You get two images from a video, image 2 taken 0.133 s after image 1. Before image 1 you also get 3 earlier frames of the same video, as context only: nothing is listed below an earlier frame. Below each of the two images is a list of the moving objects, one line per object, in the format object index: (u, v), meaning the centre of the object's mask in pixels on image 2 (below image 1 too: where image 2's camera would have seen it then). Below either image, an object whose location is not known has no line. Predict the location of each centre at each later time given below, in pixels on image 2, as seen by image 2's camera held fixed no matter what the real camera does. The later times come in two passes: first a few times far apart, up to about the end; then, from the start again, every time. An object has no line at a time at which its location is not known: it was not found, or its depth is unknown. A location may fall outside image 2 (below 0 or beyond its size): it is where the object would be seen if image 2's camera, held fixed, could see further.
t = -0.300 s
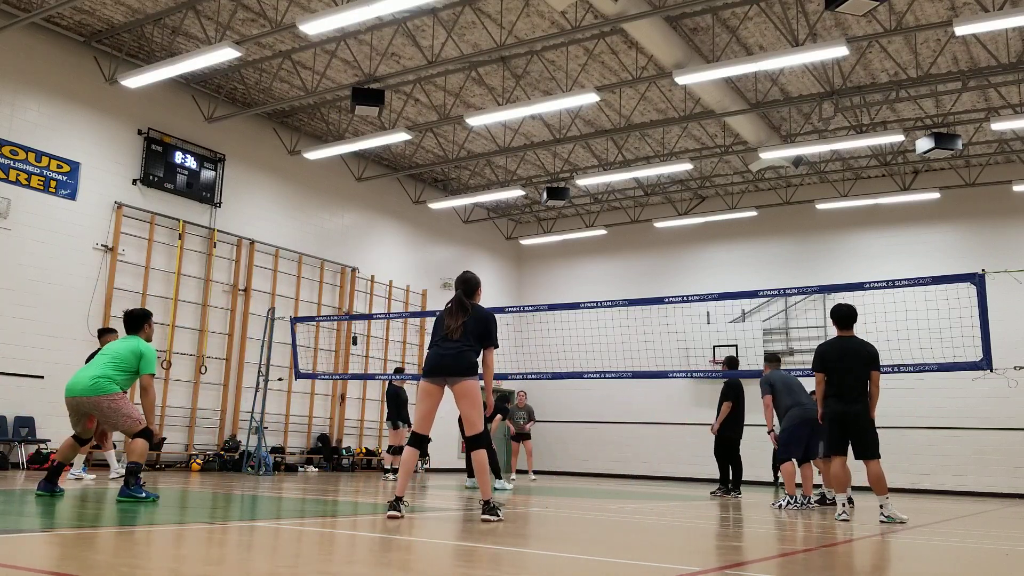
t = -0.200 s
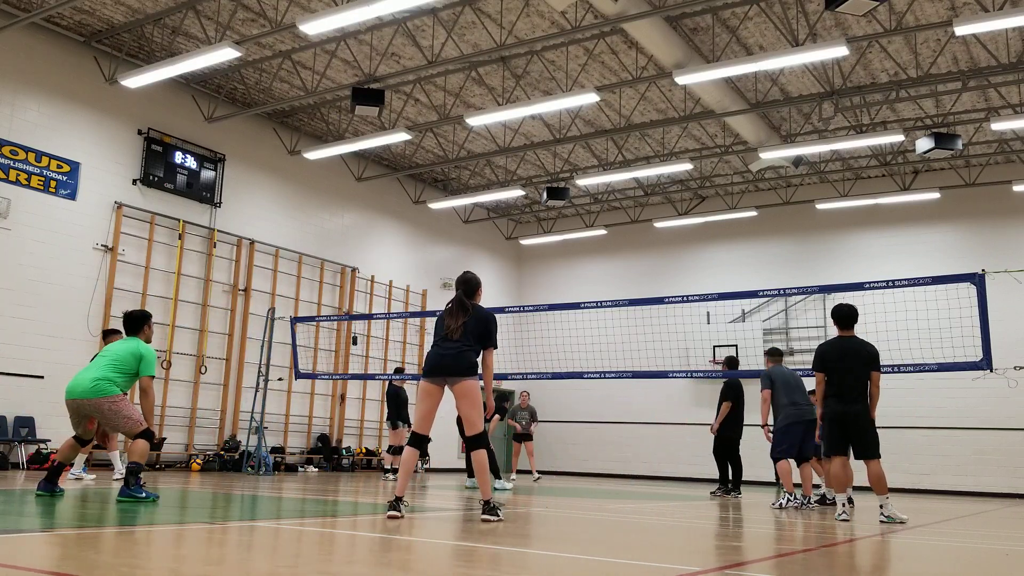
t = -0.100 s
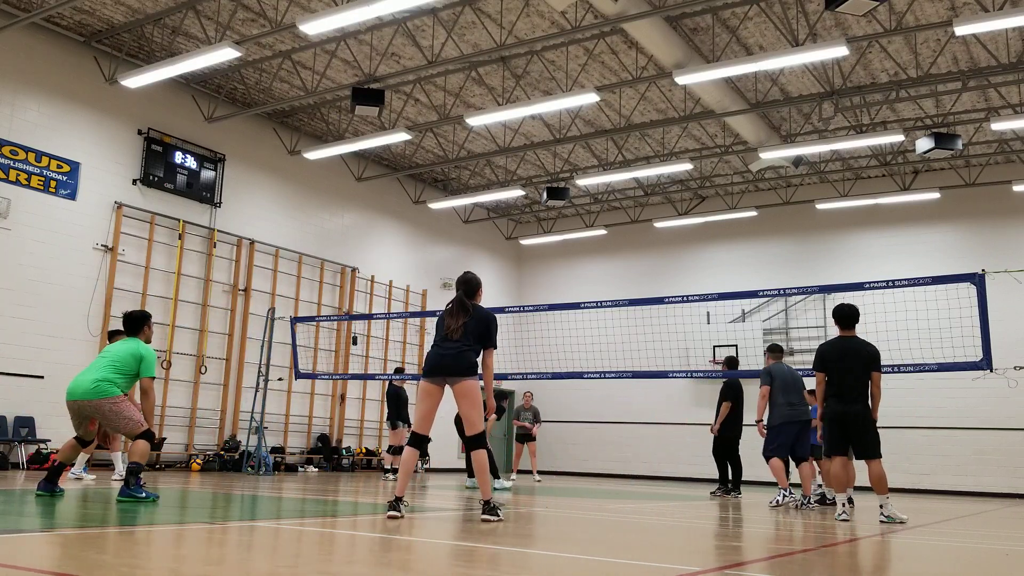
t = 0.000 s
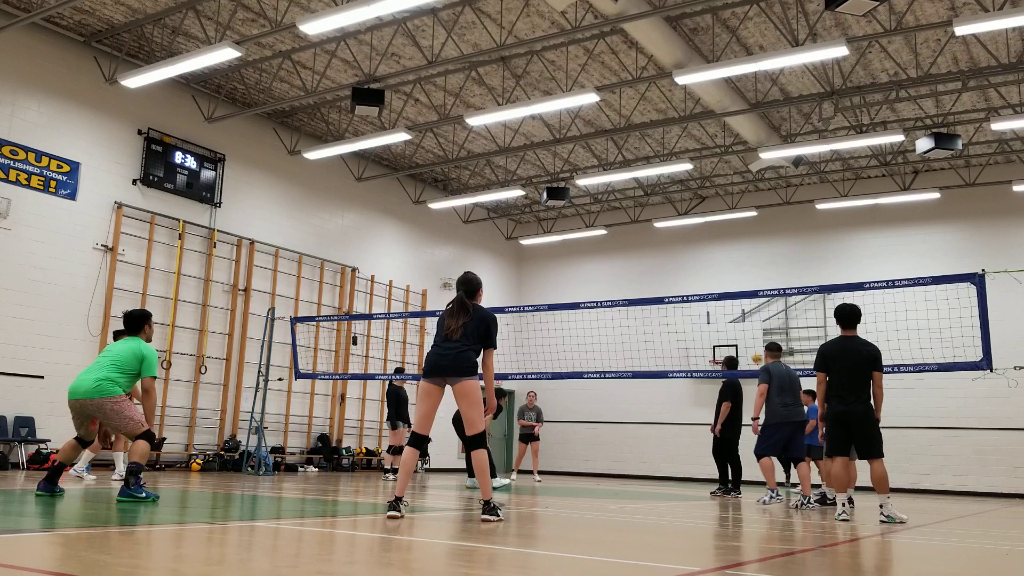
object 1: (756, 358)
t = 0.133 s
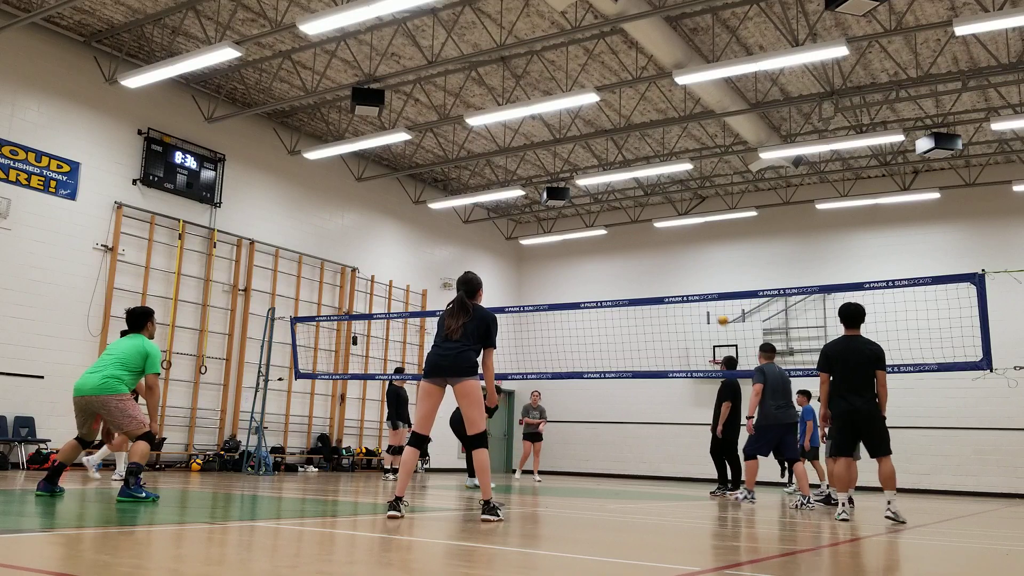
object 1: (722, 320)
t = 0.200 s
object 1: (705, 304)
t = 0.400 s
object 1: (648, 253)
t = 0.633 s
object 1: (575, 213)
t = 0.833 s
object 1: (509, 201)
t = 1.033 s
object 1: (428, 213)
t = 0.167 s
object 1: (714, 311)
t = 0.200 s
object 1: (705, 304)
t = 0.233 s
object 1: (696, 292)
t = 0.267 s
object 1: (686, 285)
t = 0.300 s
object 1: (677, 277)
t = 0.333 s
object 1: (668, 269)
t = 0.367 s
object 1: (658, 261)
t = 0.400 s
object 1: (648, 253)
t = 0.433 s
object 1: (638, 246)
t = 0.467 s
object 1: (628, 239)
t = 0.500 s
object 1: (617, 233)
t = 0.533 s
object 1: (607, 227)
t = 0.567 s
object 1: (597, 222)
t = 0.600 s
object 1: (587, 218)
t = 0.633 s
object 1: (575, 213)
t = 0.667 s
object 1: (565, 208)
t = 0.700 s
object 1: (554, 206)
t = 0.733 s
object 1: (543, 203)
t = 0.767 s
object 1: (531, 201)
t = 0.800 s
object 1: (521, 200)
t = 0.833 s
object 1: (509, 201)
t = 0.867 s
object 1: (495, 201)
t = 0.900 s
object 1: (483, 201)
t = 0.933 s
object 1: (470, 202)
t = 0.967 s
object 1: (456, 205)
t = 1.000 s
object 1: (443, 208)
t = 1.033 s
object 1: (428, 213)
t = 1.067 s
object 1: (414, 216)
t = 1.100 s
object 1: (398, 222)
